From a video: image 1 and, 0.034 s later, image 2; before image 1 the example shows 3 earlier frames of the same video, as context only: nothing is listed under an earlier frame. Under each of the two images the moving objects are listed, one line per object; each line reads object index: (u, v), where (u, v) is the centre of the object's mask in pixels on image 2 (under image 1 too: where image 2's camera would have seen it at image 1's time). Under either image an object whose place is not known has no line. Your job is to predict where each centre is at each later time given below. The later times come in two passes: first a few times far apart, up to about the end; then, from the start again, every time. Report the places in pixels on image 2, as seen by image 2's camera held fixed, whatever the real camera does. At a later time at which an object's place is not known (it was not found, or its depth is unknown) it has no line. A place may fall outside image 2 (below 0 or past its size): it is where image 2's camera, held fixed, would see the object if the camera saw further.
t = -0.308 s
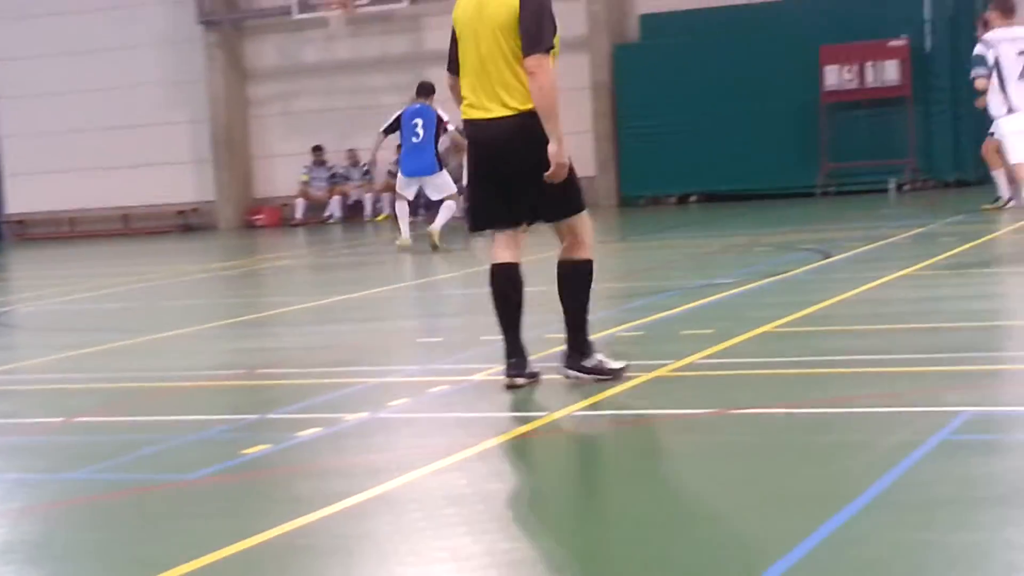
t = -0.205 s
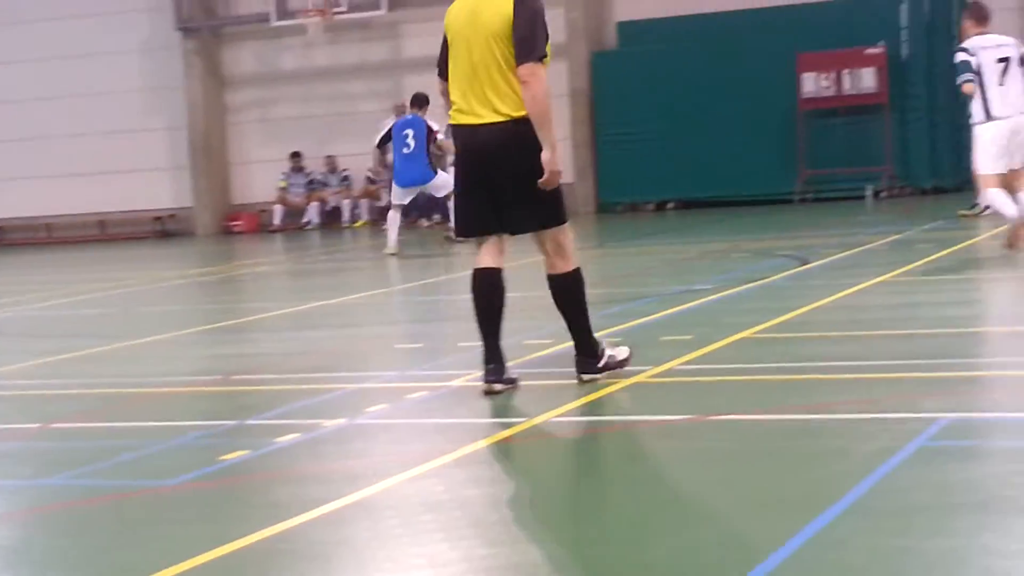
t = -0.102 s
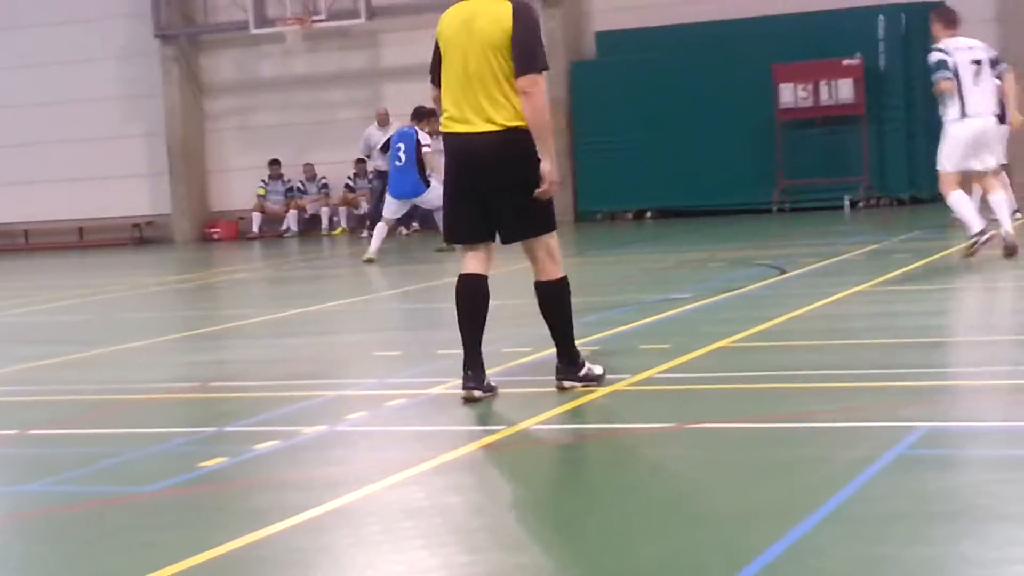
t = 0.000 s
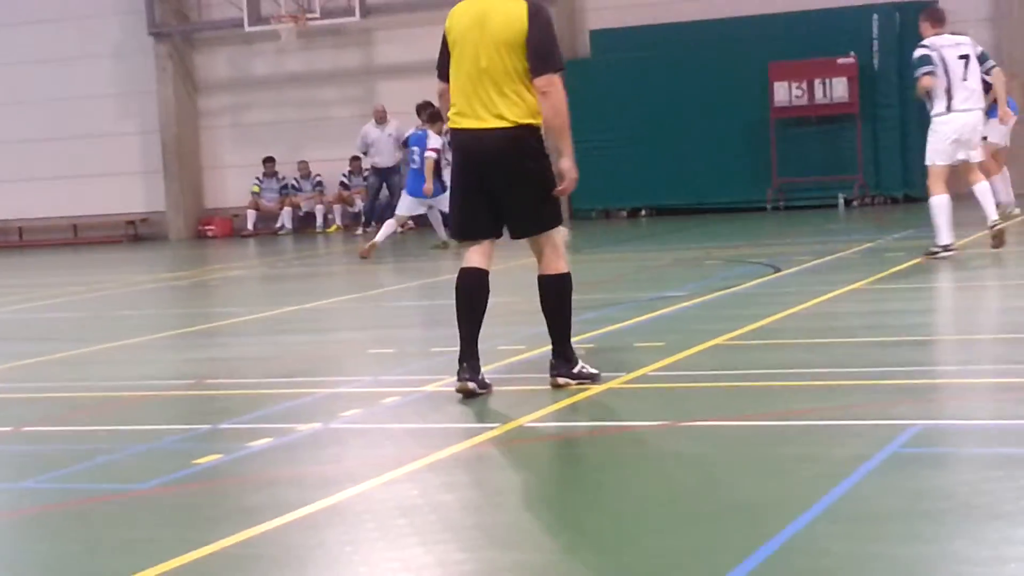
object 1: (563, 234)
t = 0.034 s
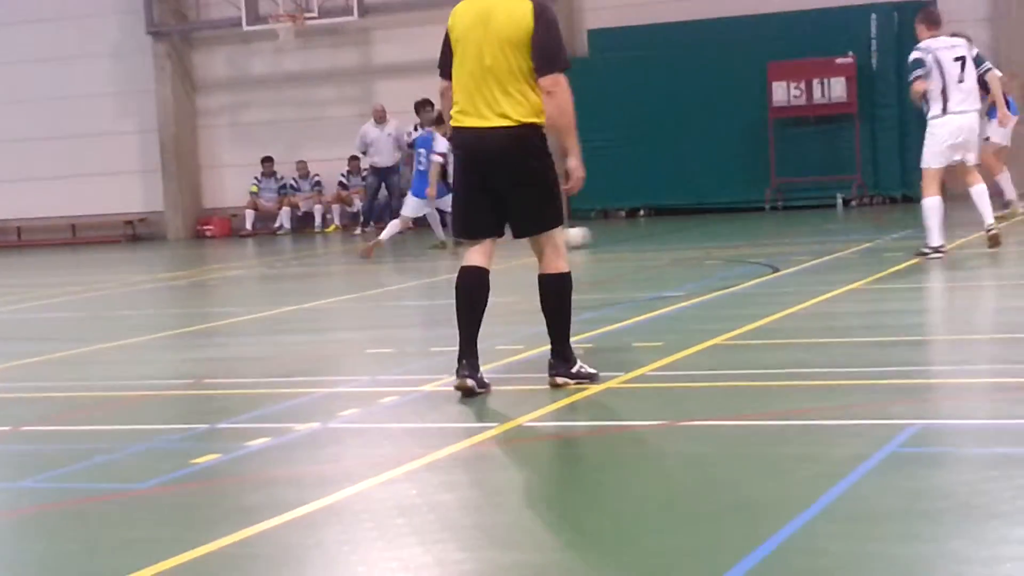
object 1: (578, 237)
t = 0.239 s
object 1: (699, 235)
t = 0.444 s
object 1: (823, 235)
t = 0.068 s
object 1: (594, 235)
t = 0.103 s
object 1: (615, 234)
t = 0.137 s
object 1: (636, 234)
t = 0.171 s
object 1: (657, 236)
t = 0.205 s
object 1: (679, 235)
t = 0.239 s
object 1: (699, 235)
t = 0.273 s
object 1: (721, 236)
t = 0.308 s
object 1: (742, 236)
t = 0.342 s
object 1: (762, 236)
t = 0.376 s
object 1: (782, 236)
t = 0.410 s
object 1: (802, 235)
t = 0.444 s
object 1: (823, 235)
